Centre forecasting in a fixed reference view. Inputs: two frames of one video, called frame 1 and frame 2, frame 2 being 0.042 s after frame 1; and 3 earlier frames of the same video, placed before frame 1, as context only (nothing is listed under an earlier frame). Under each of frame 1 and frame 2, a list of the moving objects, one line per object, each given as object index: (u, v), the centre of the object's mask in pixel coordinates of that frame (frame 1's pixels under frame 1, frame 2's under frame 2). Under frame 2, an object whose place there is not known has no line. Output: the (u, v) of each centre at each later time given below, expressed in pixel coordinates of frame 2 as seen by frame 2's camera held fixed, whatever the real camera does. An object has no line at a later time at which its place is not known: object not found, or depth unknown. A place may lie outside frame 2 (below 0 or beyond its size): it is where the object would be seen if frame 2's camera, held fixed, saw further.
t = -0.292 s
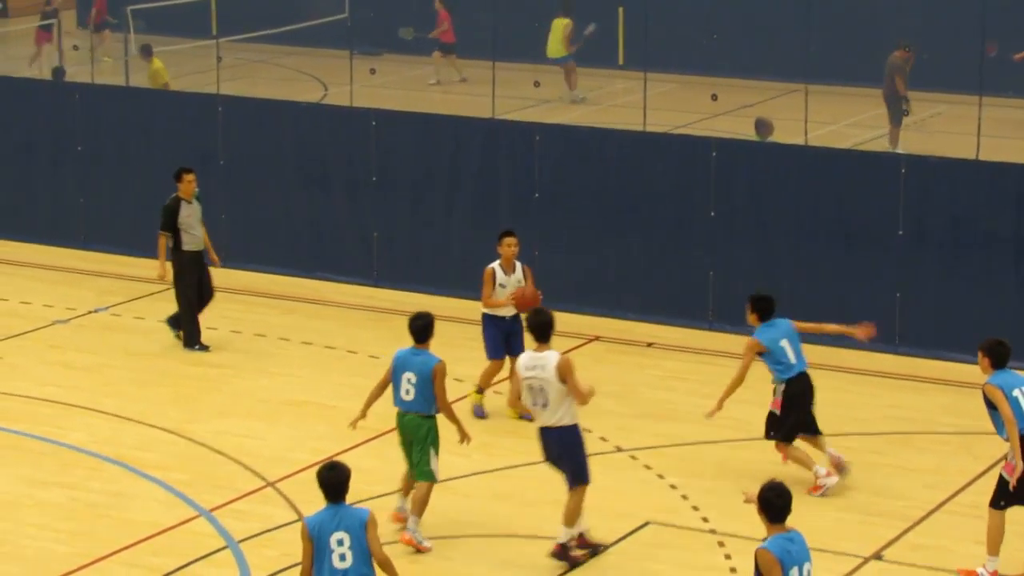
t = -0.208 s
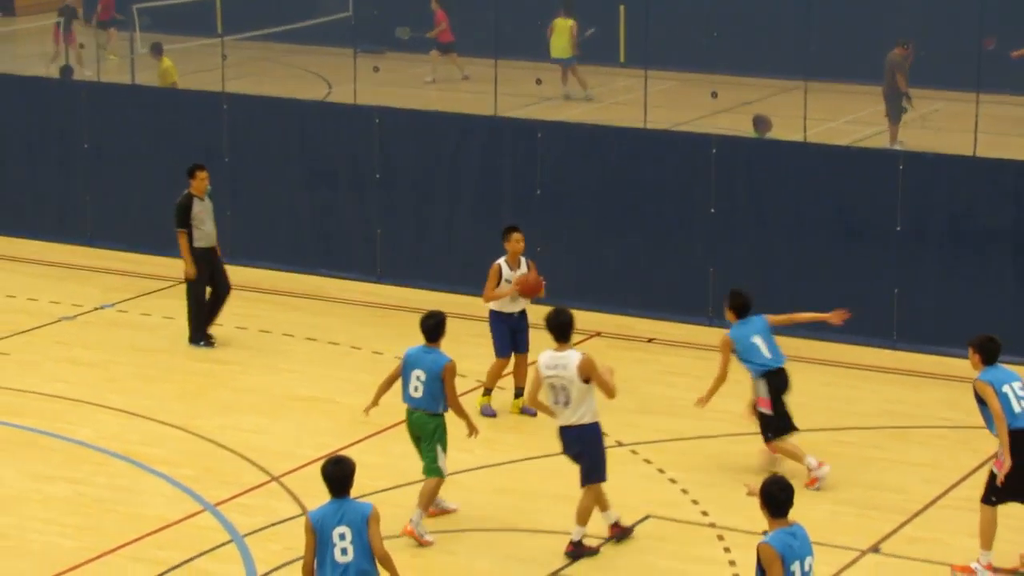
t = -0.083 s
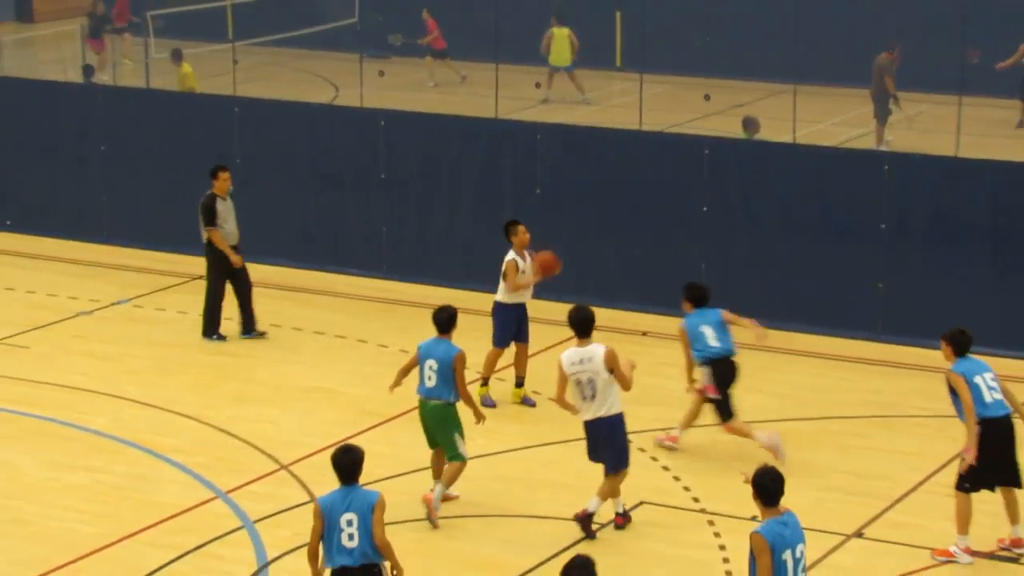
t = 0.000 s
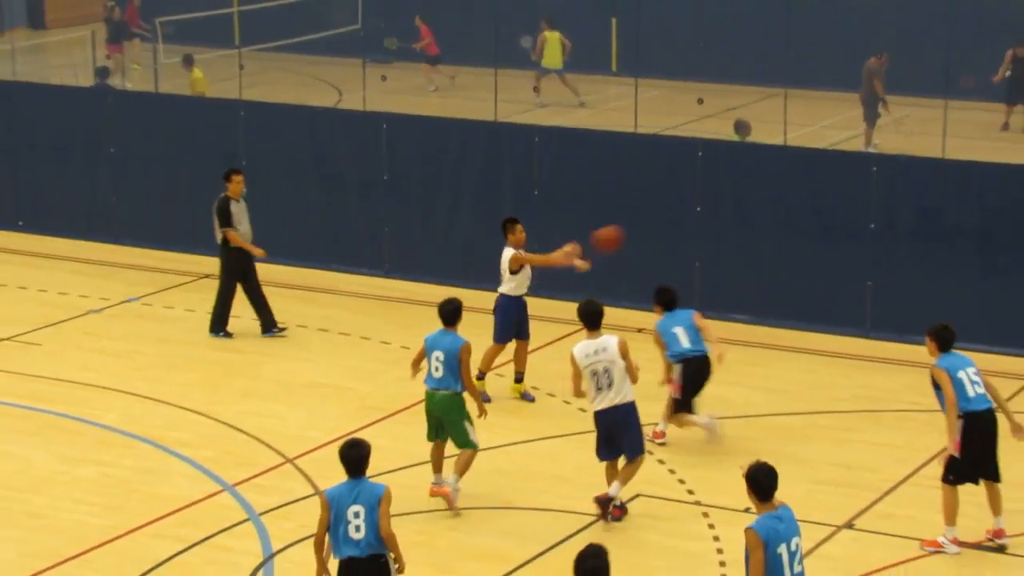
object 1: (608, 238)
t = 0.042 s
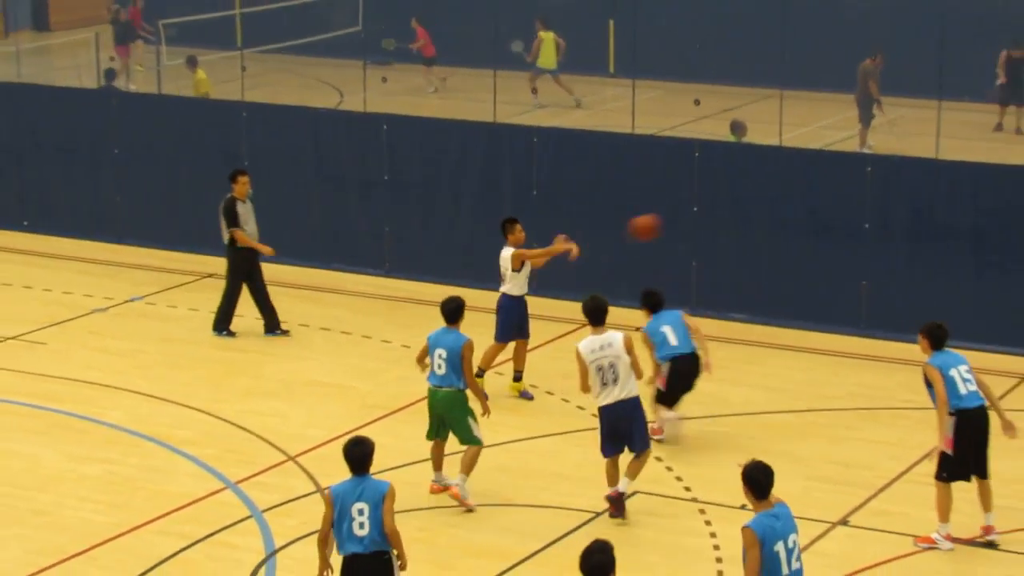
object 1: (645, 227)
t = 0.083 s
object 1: (684, 217)
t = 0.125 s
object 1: (724, 209)
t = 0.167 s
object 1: (763, 203)
